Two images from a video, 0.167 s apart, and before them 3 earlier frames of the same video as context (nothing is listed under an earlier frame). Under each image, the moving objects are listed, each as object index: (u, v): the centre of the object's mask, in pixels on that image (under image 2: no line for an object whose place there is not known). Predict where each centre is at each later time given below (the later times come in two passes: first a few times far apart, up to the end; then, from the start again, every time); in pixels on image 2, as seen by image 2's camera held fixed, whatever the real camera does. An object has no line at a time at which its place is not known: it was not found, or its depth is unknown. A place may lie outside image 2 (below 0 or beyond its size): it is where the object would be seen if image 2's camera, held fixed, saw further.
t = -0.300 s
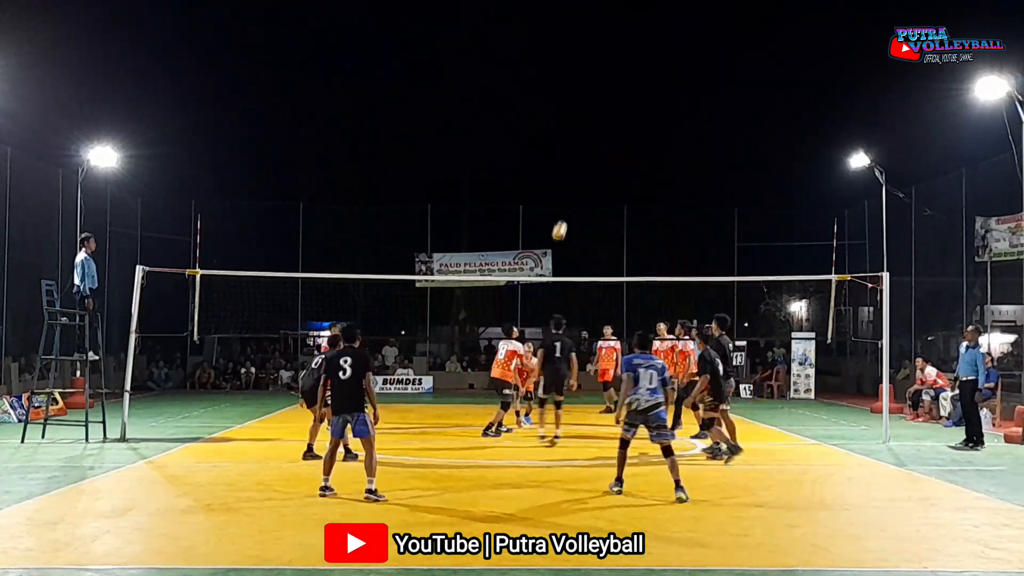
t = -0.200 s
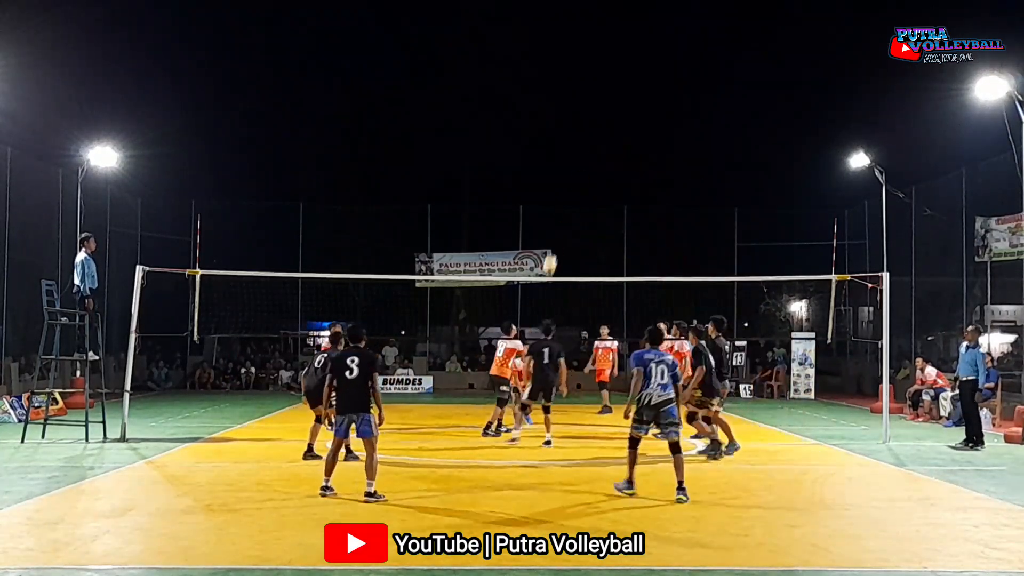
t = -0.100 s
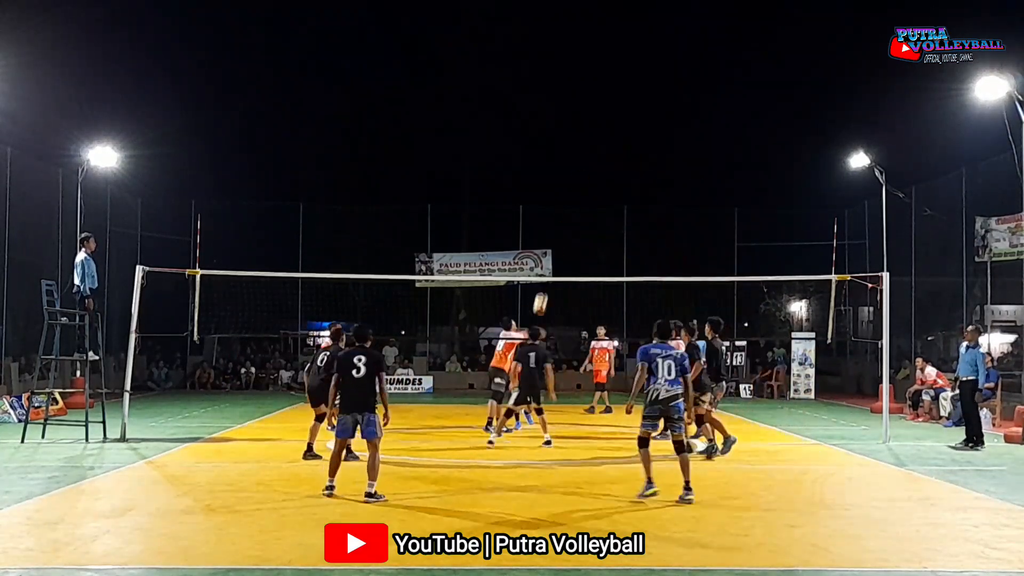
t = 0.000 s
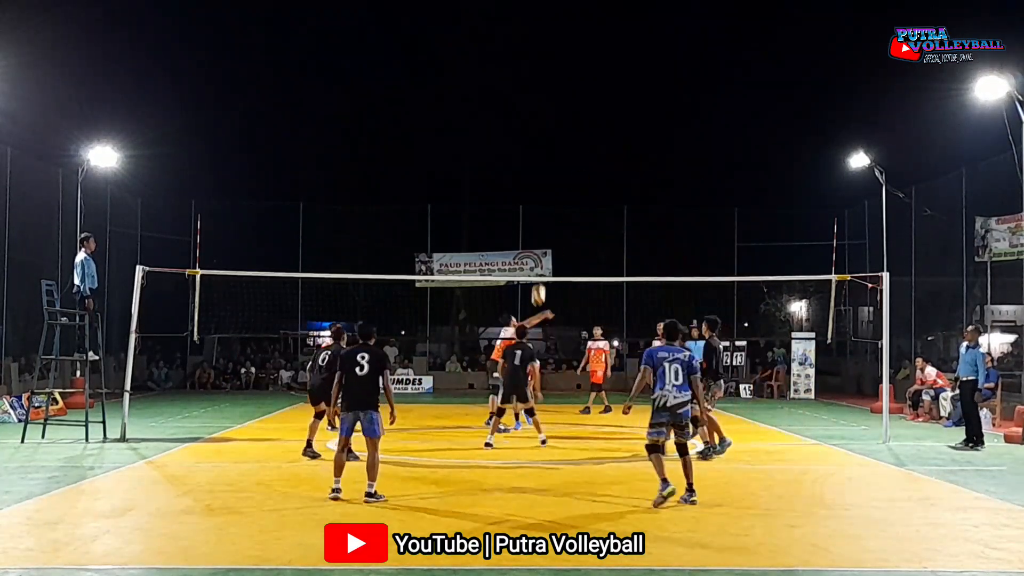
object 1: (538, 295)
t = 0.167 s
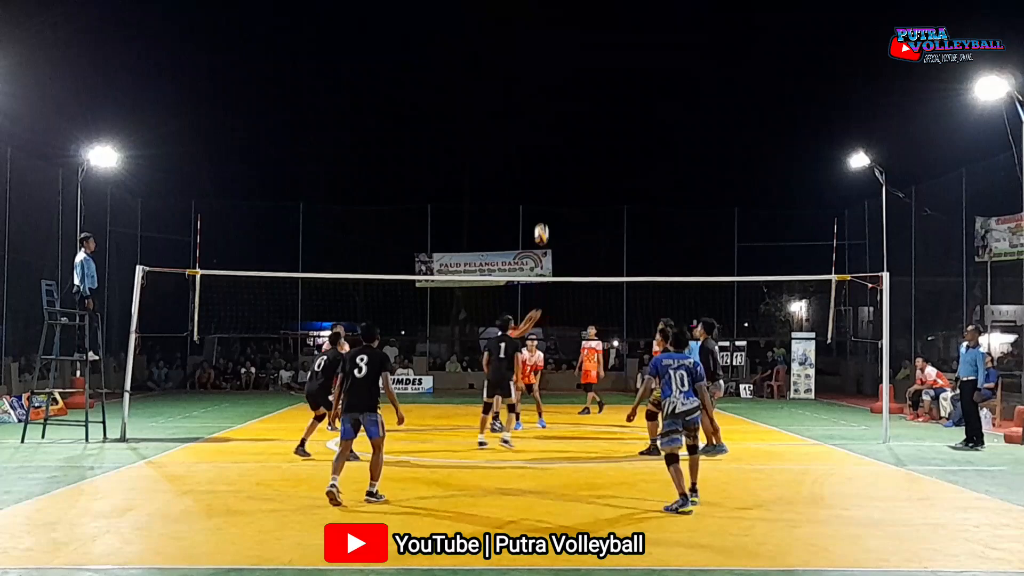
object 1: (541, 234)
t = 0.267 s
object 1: (543, 204)
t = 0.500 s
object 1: (545, 157)
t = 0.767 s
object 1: (548, 146)
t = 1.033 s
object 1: (549, 194)
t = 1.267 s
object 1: (549, 299)
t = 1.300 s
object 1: (549, 319)
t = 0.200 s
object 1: (542, 224)
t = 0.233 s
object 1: (542, 215)
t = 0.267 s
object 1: (543, 204)
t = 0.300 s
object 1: (544, 196)
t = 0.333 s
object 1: (544, 188)
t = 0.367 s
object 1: (544, 180)
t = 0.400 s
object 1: (544, 173)
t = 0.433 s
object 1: (545, 167)
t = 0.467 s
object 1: (545, 162)
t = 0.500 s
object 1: (545, 157)
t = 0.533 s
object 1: (546, 152)
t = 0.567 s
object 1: (546, 149)
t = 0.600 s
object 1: (547, 146)
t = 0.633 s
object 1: (547, 144)
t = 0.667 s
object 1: (547, 143)
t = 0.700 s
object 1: (547, 143)
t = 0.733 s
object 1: (548, 144)
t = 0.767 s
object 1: (548, 146)
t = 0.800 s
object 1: (548, 148)
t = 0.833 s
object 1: (549, 152)
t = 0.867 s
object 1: (549, 156)
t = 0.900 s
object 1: (549, 162)
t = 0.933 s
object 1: (549, 168)
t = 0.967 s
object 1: (549, 176)
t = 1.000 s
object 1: (549, 185)
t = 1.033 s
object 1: (549, 194)
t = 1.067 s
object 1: (549, 206)
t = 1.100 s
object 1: (549, 218)
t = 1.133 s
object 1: (549, 231)
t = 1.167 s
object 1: (549, 246)
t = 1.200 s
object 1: (549, 261)
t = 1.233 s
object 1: (549, 281)
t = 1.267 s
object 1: (549, 299)
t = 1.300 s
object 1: (549, 319)
